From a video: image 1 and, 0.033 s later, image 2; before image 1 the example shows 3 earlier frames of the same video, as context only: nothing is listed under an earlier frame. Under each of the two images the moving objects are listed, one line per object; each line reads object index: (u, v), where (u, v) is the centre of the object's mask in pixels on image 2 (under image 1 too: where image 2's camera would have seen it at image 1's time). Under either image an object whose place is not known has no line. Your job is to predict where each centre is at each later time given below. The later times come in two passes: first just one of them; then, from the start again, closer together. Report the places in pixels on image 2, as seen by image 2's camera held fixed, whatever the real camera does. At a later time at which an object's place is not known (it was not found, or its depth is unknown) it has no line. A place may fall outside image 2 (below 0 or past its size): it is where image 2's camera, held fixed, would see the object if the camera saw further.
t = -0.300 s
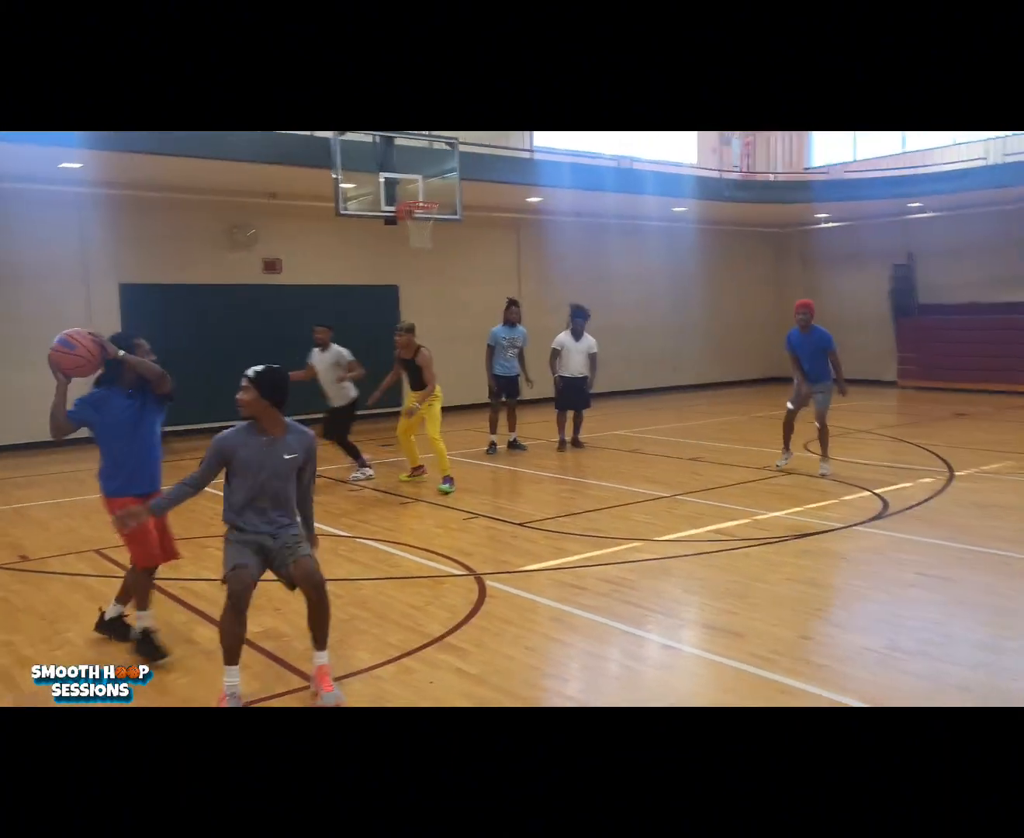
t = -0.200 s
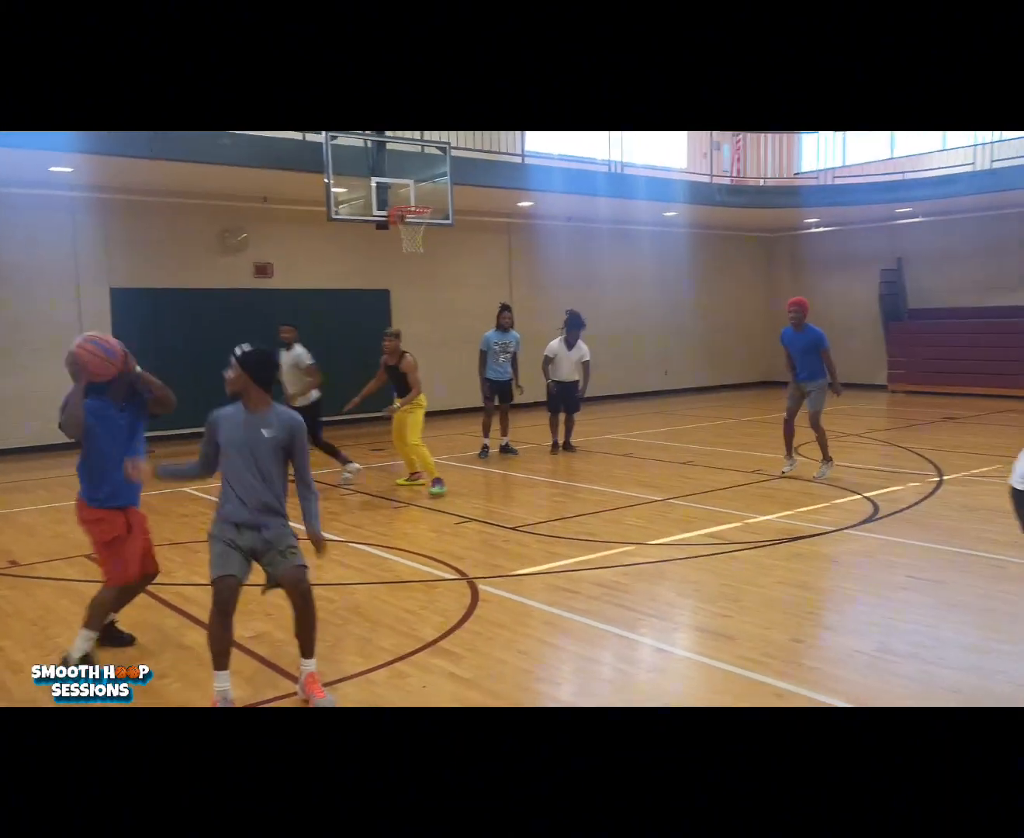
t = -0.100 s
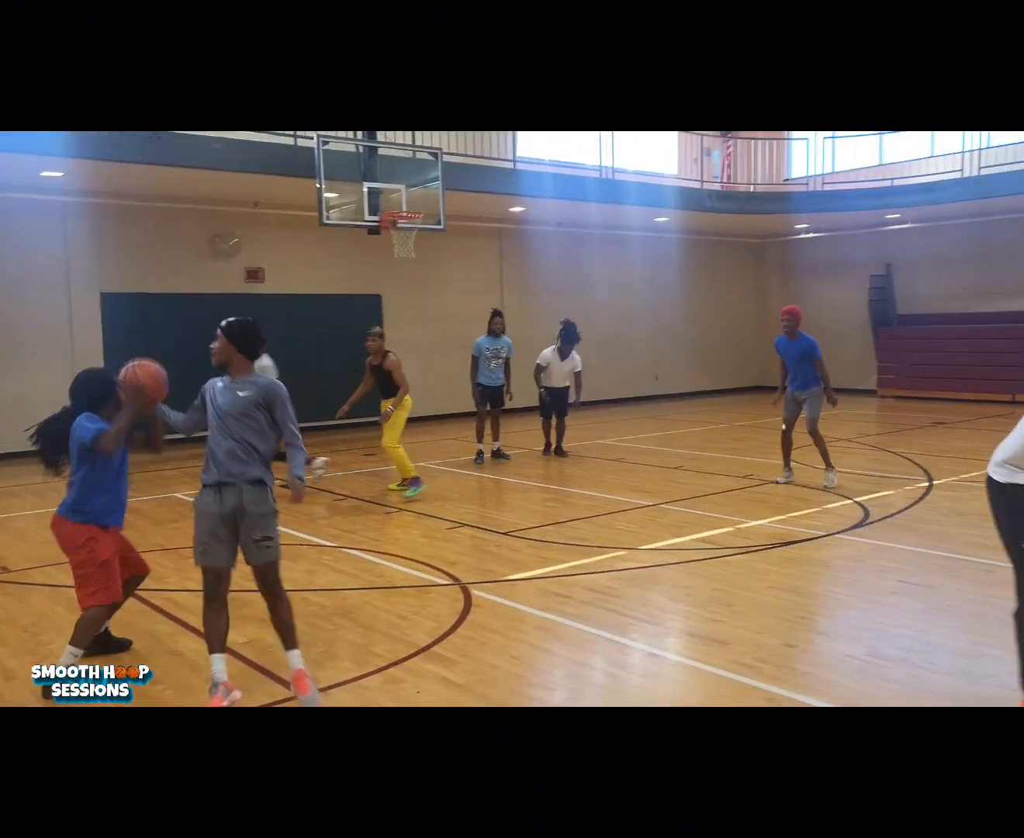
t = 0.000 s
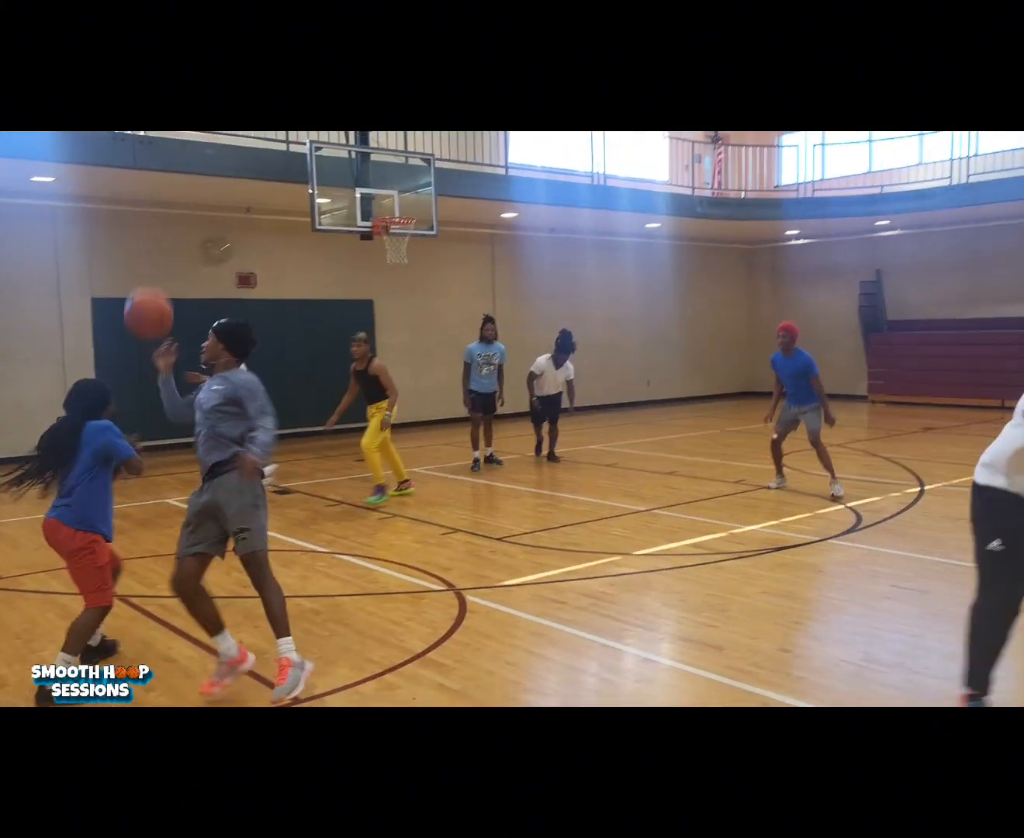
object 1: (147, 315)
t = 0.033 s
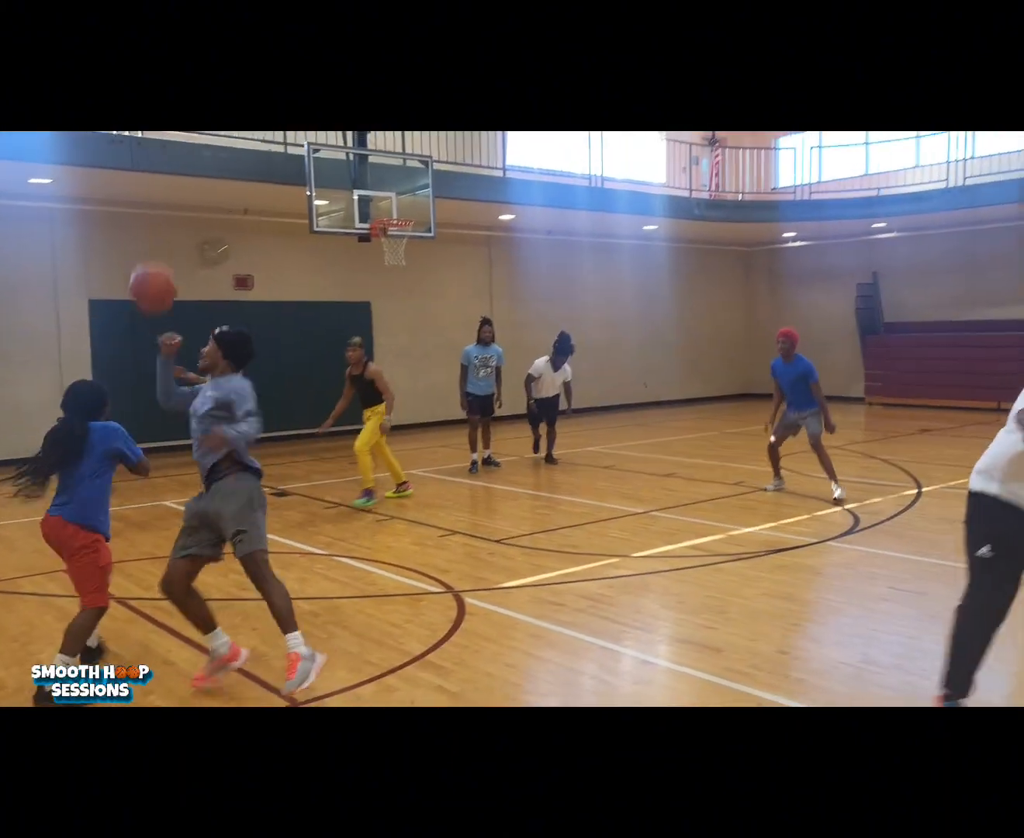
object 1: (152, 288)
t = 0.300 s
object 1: (211, 154)
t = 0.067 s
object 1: (159, 262)
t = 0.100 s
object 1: (165, 239)
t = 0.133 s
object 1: (172, 219)
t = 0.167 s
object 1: (179, 202)
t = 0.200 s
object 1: (187, 186)
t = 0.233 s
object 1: (193, 173)
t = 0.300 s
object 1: (211, 154)
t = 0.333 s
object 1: (215, 150)
